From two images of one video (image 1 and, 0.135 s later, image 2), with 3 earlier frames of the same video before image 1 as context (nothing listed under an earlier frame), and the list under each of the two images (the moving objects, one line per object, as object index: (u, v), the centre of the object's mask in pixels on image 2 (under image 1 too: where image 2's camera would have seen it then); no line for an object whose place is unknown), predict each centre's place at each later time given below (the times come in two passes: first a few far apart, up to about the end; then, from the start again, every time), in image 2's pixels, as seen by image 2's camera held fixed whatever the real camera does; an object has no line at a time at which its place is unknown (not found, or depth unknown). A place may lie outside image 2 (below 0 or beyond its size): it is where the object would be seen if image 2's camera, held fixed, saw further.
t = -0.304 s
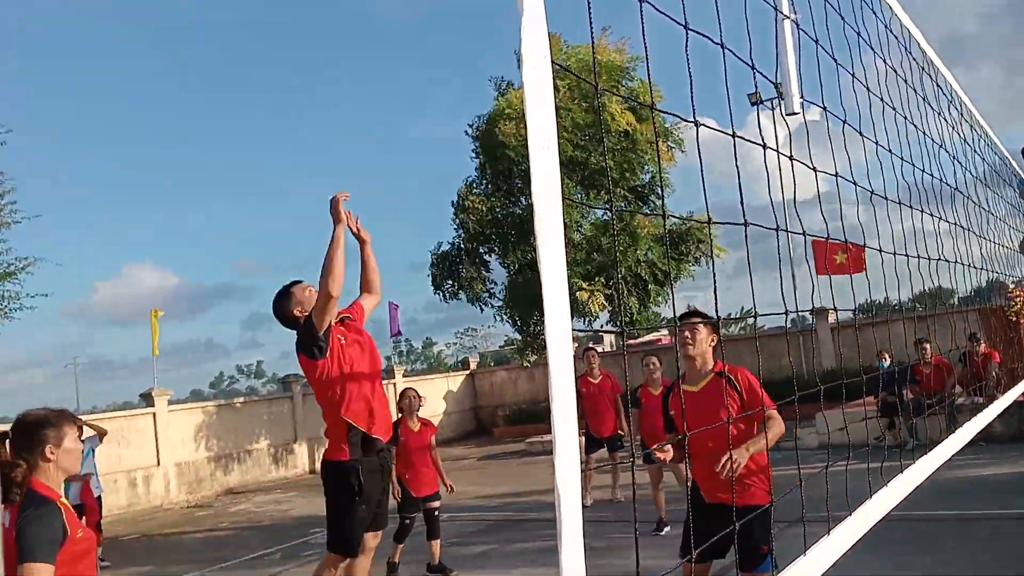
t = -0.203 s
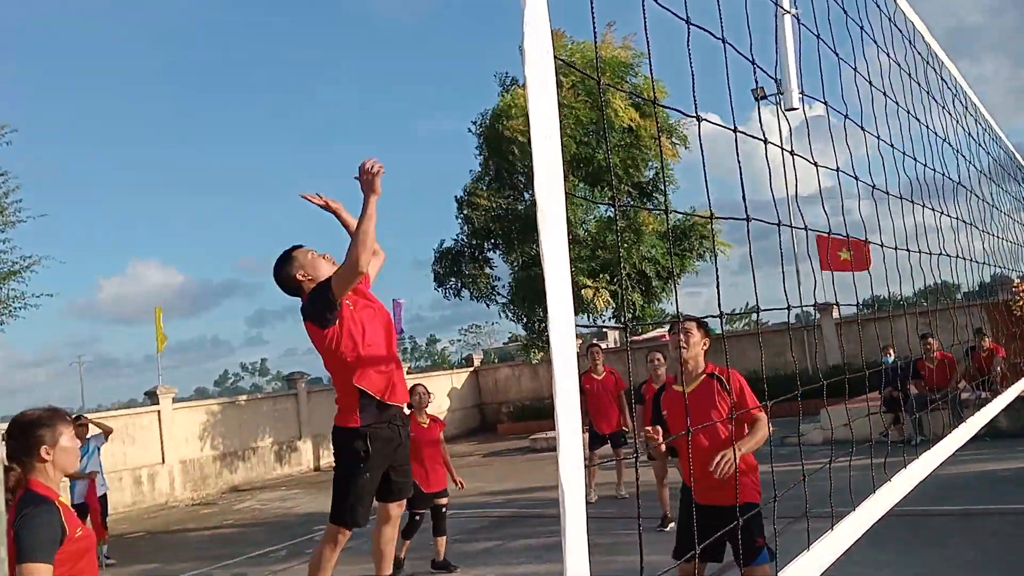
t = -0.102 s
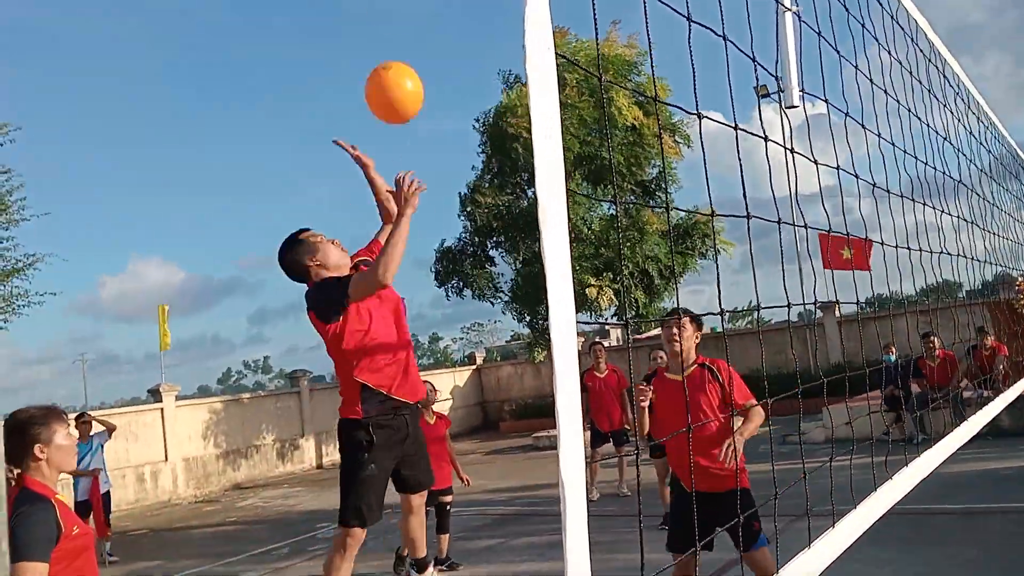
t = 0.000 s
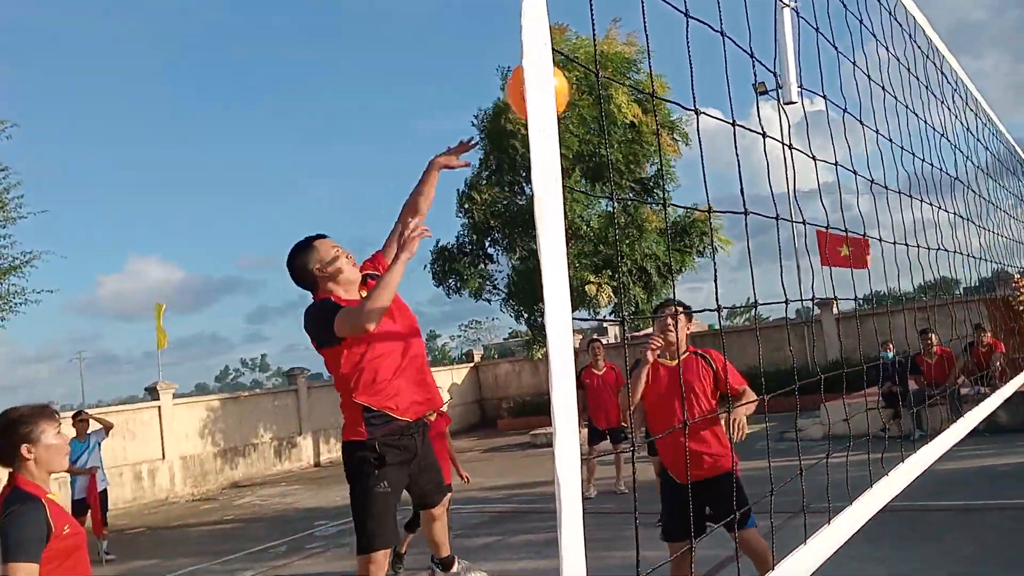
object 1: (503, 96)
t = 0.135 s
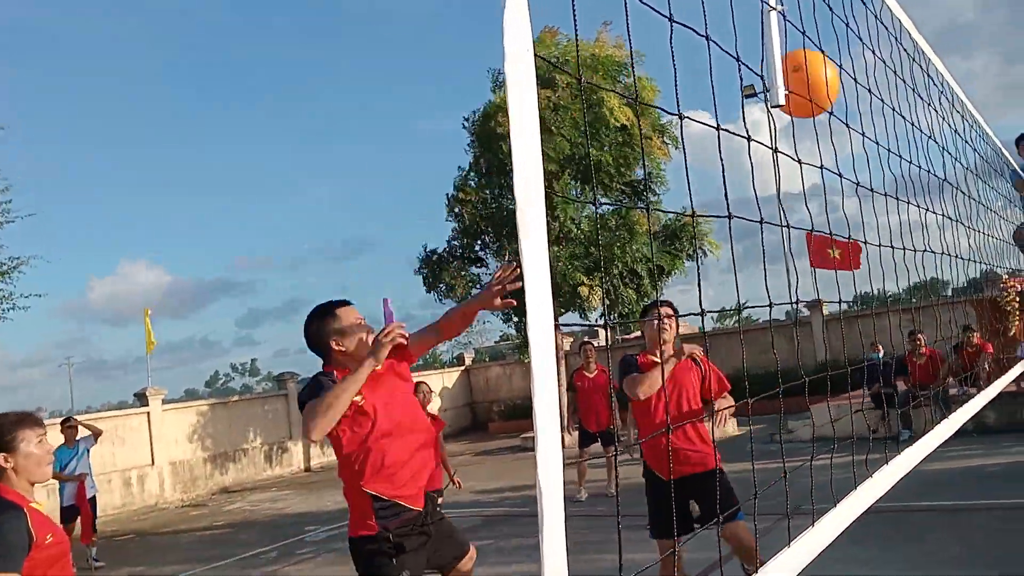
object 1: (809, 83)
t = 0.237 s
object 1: (971, 99)
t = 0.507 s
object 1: (889, 248)
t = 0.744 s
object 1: (862, 513)
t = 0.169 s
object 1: (882, 87)
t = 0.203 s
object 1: (945, 99)
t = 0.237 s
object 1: (971, 99)
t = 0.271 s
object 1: (968, 106)
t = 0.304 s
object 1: (954, 120)
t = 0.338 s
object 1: (942, 137)
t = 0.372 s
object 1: (931, 155)
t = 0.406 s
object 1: (921, 174)
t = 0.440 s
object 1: (911, 195)
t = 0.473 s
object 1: (899, 220)
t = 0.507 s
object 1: (889, 248)
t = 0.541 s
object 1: (879, 278)
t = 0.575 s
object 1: (873, 309)
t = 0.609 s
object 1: (867, 342)
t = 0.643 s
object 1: (861, 379)
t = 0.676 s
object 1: (857, 415)
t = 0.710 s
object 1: (850, 450)
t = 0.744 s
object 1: (862, 513)
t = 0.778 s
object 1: (849, 540)
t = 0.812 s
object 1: (849, 586)
